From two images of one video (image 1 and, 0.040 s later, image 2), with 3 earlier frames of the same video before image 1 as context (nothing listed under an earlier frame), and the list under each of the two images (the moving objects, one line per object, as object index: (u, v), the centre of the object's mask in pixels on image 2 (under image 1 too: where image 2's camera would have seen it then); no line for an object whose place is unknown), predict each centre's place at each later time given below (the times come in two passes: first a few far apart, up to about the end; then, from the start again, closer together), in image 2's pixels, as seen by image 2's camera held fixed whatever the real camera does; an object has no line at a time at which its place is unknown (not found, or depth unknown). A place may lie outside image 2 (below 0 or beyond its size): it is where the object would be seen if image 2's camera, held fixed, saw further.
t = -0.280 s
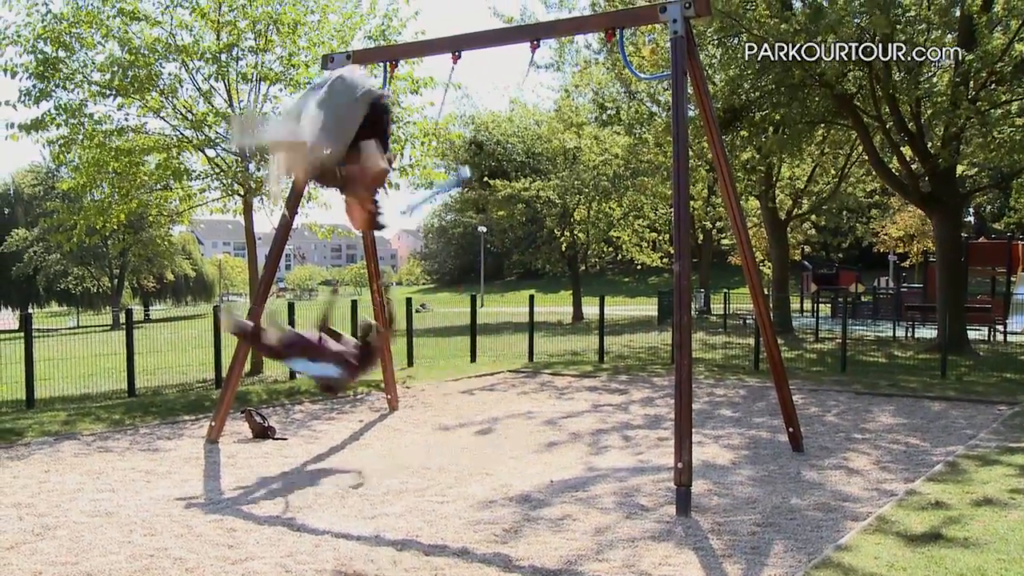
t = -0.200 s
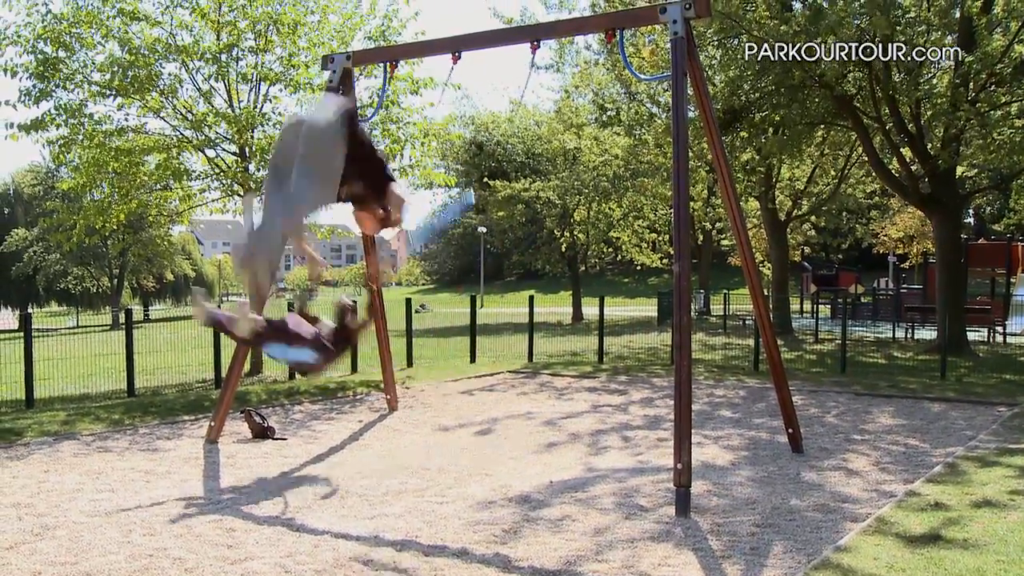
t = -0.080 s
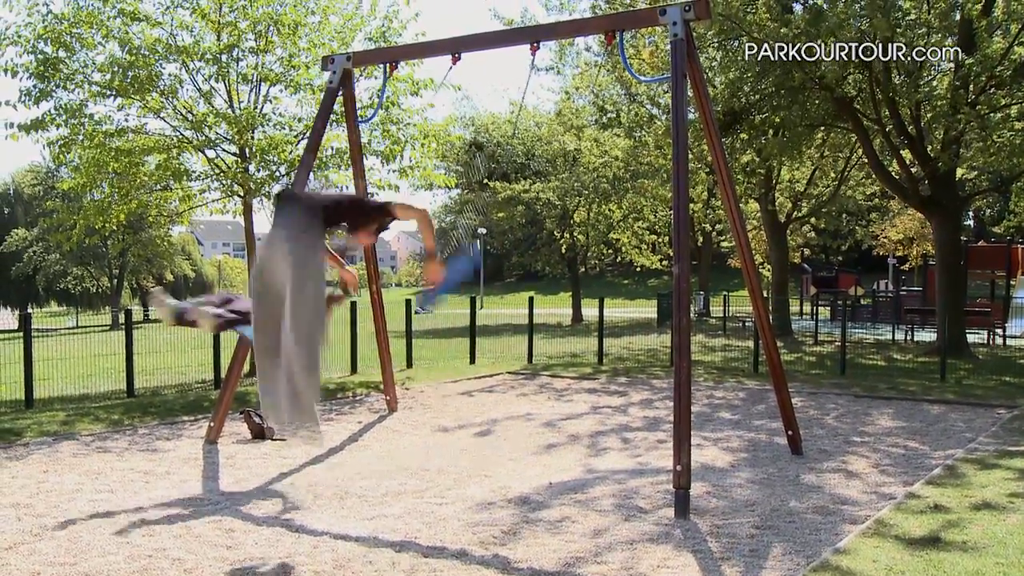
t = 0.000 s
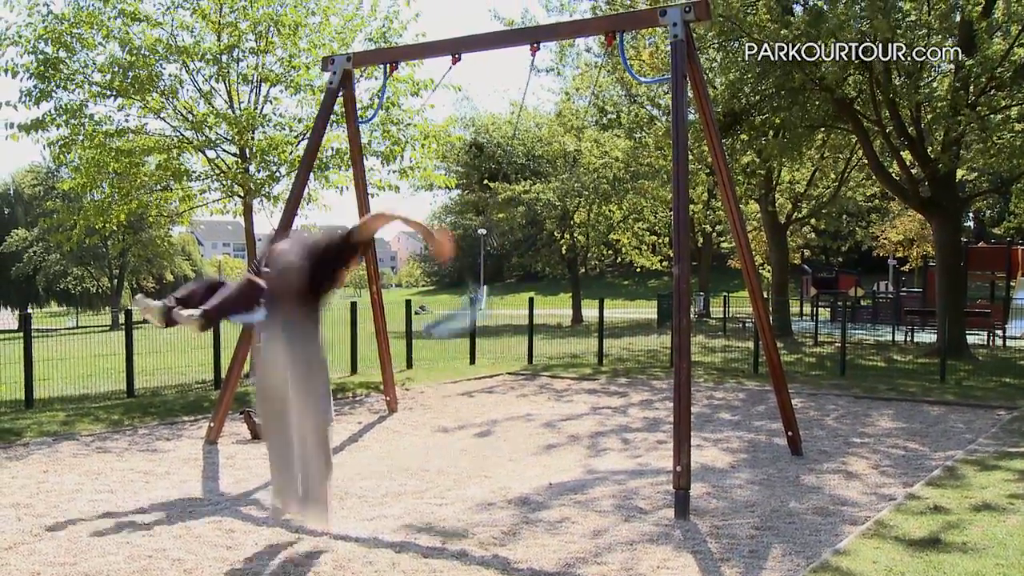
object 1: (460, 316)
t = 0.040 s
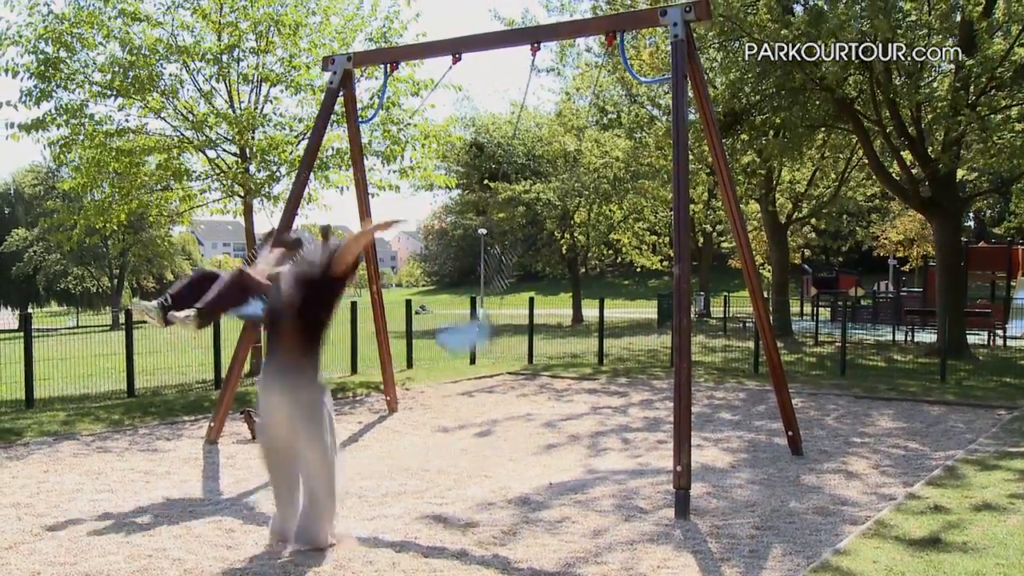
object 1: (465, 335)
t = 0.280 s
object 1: (548, 388)
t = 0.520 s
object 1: (614, 365)
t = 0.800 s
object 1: (654, 289)
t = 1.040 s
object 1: (665, 253)
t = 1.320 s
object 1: (695, 226)
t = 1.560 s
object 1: (668, 303)
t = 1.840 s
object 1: (617, 378)
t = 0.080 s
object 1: (472, 352)
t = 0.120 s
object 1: (485, 364)
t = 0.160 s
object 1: (500, 373)
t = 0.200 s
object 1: (515, 381)
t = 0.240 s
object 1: (531, 384)
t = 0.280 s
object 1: (548, 388)
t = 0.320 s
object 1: (562, 387)
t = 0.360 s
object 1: (577, 385)
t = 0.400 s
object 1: (589, 384)
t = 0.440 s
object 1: (600, 380)
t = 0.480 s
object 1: (607, 375)
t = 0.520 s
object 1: (614, 365)
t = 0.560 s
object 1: (623, 356)
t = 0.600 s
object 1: (629, 345)
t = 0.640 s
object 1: (639, 332)
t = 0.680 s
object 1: (643, 324)
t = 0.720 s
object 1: (651, 312)
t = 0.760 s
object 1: (653, 299)
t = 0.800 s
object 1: (654, 289)
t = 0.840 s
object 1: (656, 282)
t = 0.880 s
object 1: (657, 275)
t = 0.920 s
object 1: (660, 267)
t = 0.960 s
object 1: (662, 263)
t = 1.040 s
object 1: (665, 253)
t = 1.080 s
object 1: (666, 250)
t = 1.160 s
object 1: (666, 245)
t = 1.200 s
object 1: (666, 245)
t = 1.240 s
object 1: (666, 245)
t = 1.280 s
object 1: (667, 247)
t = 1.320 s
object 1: (695, 226)
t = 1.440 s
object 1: (670, 258)
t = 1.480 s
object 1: (671, 267)
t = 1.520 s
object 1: (669, 291)
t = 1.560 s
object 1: (668, 303)
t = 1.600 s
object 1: (666, 315)
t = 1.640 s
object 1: (661, 326)
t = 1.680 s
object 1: (655, 338)
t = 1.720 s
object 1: (646, 352)
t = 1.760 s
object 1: (634, 363)
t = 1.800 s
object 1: (626, 371)
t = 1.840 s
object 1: (617, 378)
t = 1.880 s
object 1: (610, 383)
